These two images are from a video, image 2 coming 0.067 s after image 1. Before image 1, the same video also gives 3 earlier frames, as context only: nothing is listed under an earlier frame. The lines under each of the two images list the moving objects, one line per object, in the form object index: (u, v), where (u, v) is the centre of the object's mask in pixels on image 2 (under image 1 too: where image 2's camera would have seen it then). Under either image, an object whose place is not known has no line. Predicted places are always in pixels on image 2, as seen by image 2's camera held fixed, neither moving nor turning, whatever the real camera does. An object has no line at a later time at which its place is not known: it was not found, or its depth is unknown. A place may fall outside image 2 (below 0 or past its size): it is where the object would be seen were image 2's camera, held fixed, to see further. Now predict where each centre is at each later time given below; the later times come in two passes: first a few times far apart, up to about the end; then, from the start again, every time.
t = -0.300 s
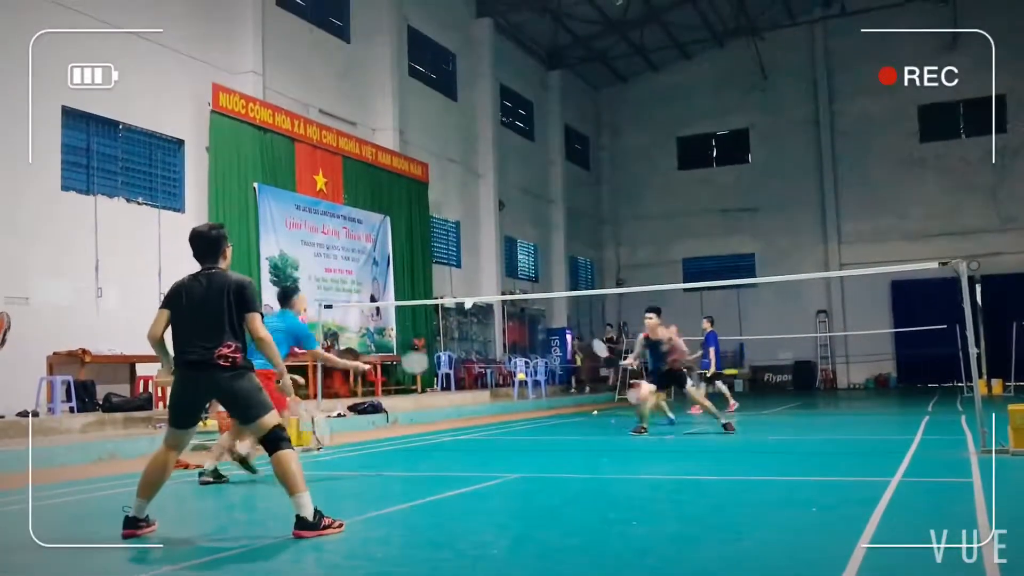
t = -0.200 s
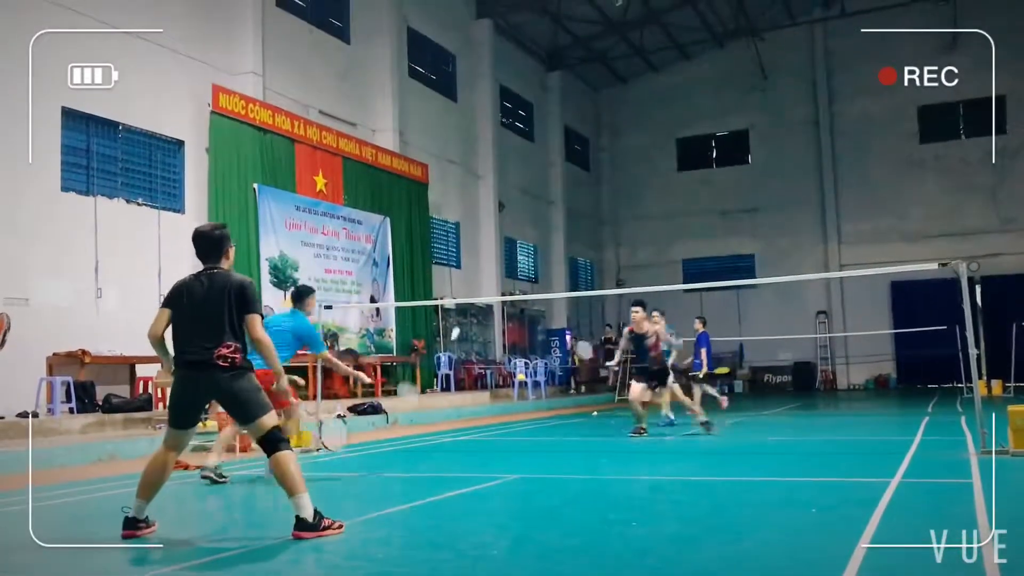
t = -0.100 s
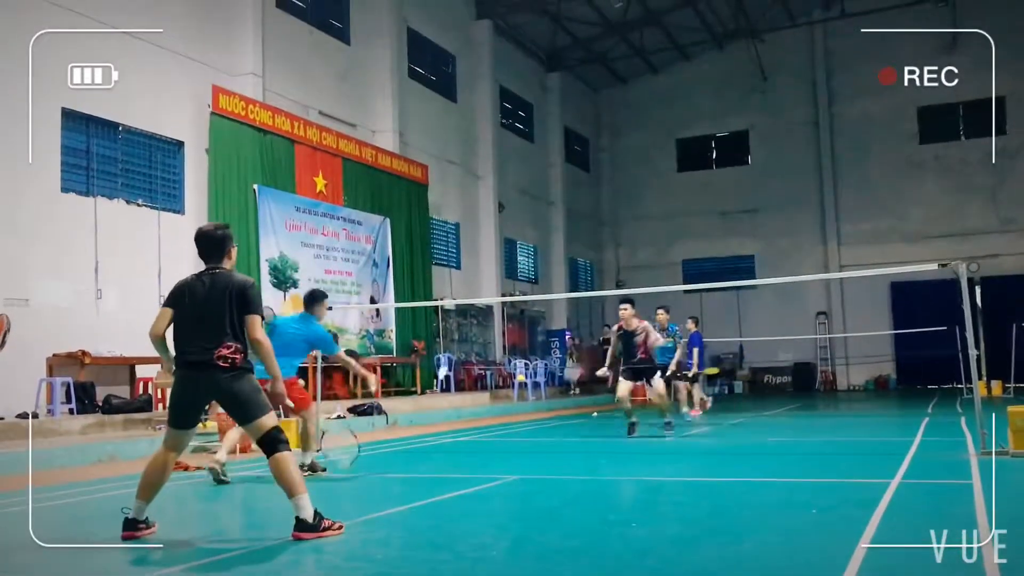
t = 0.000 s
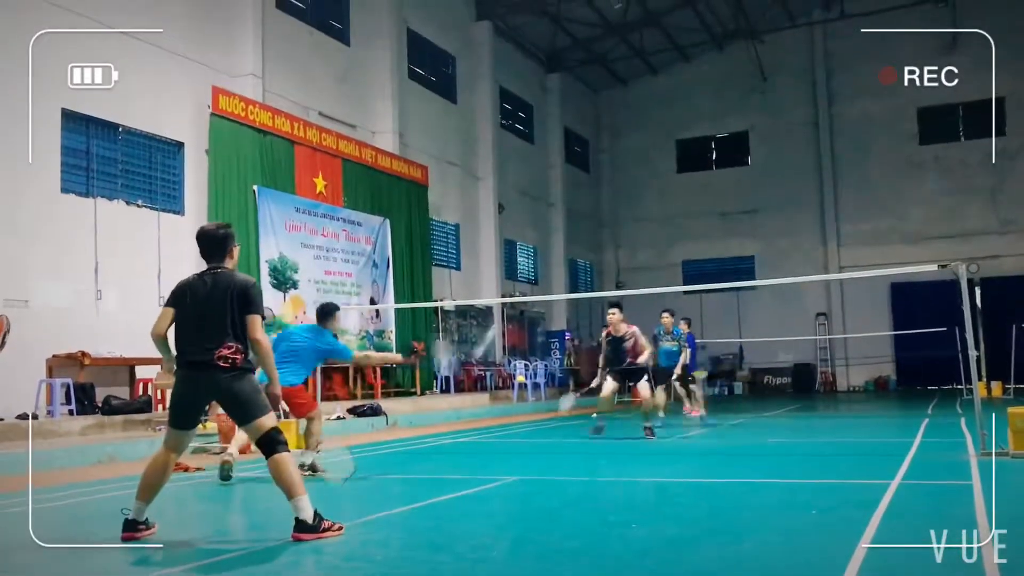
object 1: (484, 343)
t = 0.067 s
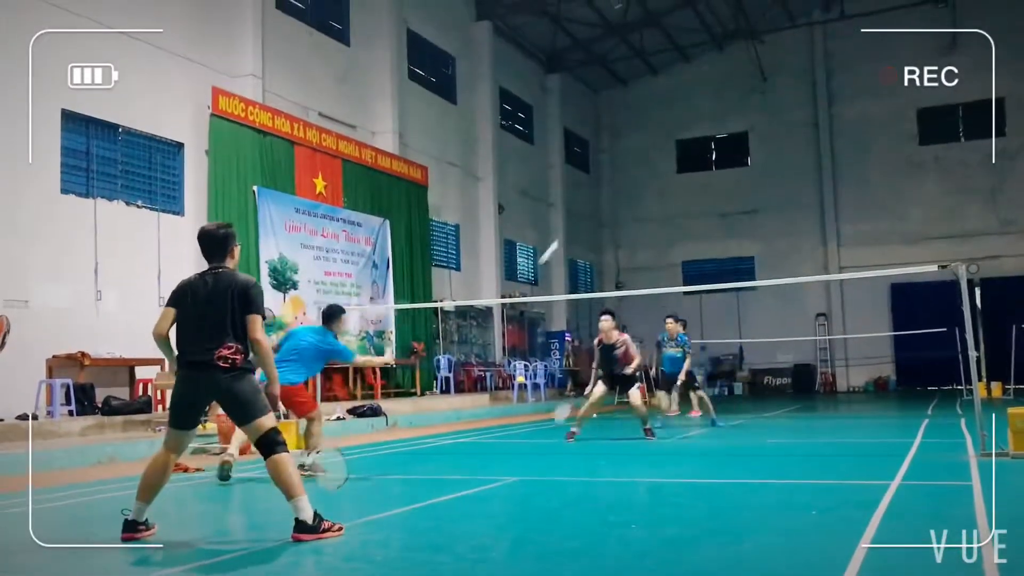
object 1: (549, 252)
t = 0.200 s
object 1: (626, 158)
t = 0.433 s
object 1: (703, 94)
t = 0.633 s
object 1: (746, 87)
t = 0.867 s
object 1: (785, 114)
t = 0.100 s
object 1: (572, 222)
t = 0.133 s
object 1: (593, 195)
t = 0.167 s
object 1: (611, 175)
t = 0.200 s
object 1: (626, 158)
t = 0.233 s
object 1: (641, 142)
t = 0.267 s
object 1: (654, 130)
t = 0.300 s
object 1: (665, 119)
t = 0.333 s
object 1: (676, 111)
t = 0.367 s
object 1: (686, 104)
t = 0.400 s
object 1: (695, 98)
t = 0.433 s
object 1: (703, 94)
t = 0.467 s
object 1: (711, 90)
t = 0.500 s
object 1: (719, 88)
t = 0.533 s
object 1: (726, 86)
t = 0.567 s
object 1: (733, 86)
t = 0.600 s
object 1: (740, 86)
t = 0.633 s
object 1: (746, 87)
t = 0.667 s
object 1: (752, 89)
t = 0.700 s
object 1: (758, 92)
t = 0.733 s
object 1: (764, 94)
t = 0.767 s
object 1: (770, 98)
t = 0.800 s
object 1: (775, 103)
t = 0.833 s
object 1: (780, 108)
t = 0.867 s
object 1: (785, 114)
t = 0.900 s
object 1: (790, 120)
